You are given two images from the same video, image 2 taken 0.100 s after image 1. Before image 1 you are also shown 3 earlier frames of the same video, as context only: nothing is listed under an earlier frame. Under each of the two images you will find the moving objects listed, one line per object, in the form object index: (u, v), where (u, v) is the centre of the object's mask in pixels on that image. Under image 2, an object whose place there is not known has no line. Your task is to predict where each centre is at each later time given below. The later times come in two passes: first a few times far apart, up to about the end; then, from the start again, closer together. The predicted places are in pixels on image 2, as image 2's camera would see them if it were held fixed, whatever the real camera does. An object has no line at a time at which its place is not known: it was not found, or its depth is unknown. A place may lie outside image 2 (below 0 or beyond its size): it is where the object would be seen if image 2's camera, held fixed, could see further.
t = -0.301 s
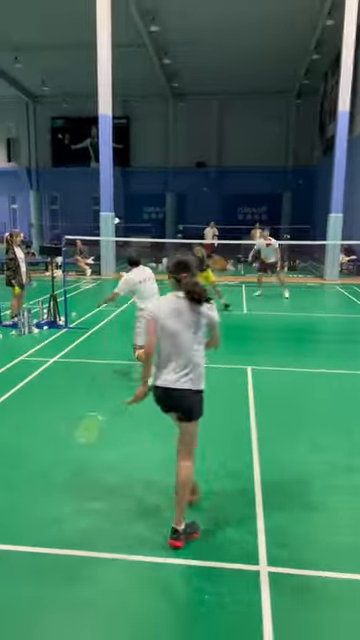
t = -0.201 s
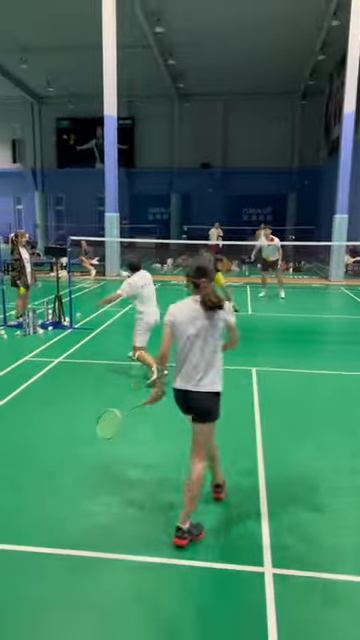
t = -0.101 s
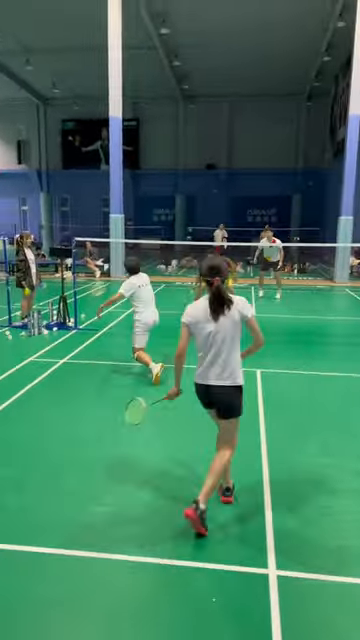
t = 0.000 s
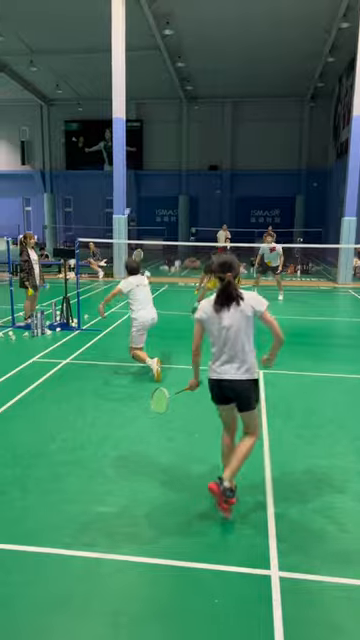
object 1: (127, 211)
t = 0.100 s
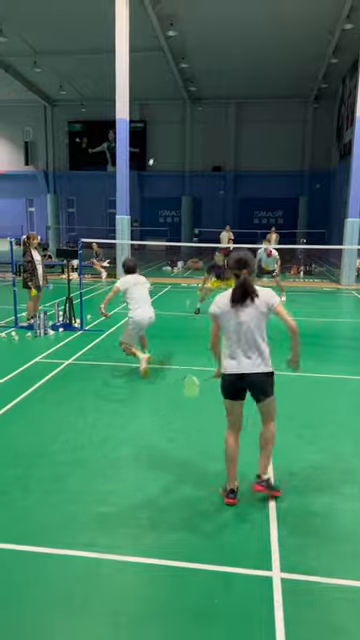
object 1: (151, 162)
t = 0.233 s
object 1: (168, 133)
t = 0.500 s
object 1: (183, 125)
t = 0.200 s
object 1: (165, 137)
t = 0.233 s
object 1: (168, 133)
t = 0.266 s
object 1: (169, 130)
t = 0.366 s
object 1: (176, 124)
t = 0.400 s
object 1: (178, 124)
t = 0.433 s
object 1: (179, 124)
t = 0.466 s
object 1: (181, 125)
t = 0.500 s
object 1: (183, 125)
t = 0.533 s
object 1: (185, 129)
